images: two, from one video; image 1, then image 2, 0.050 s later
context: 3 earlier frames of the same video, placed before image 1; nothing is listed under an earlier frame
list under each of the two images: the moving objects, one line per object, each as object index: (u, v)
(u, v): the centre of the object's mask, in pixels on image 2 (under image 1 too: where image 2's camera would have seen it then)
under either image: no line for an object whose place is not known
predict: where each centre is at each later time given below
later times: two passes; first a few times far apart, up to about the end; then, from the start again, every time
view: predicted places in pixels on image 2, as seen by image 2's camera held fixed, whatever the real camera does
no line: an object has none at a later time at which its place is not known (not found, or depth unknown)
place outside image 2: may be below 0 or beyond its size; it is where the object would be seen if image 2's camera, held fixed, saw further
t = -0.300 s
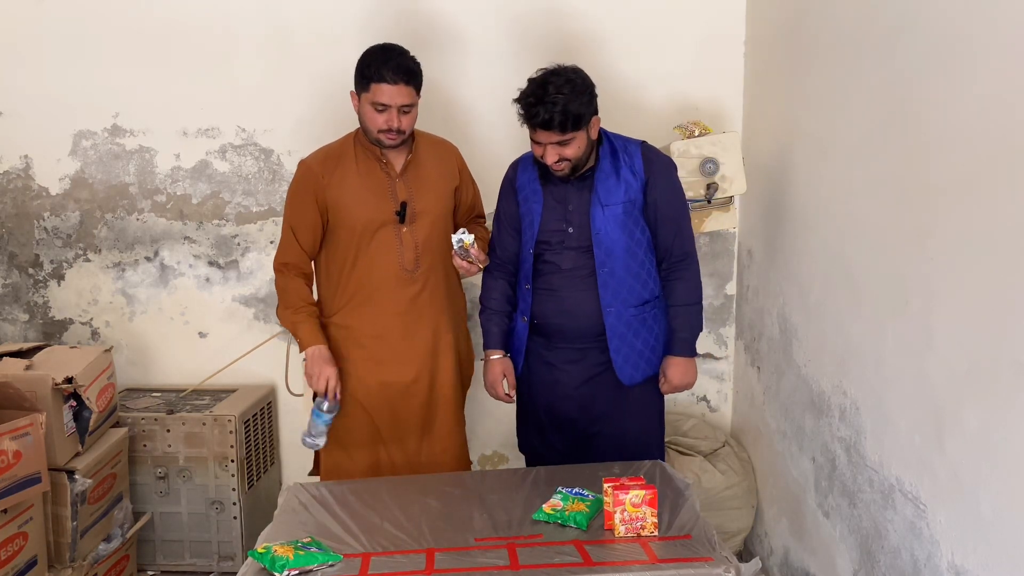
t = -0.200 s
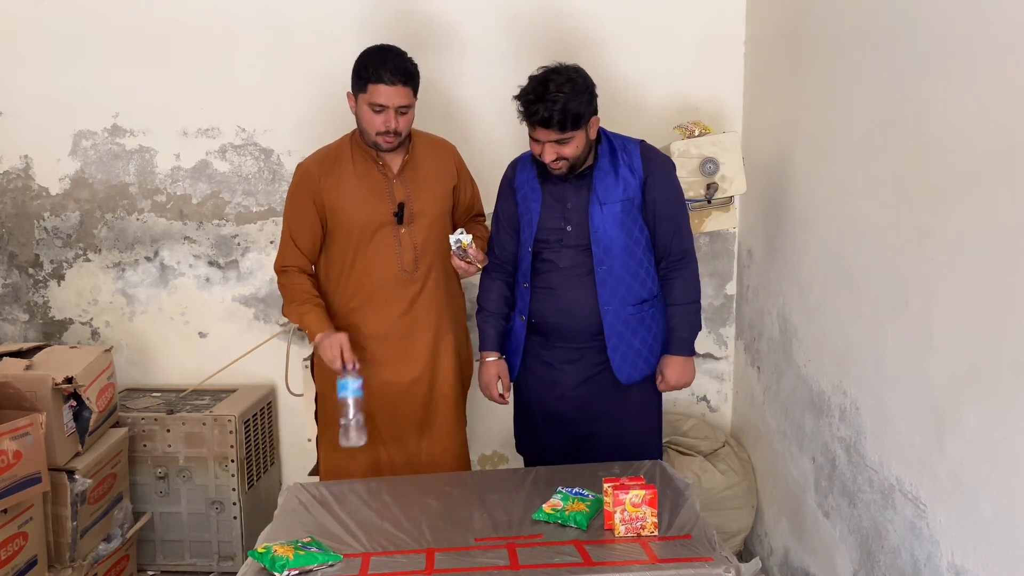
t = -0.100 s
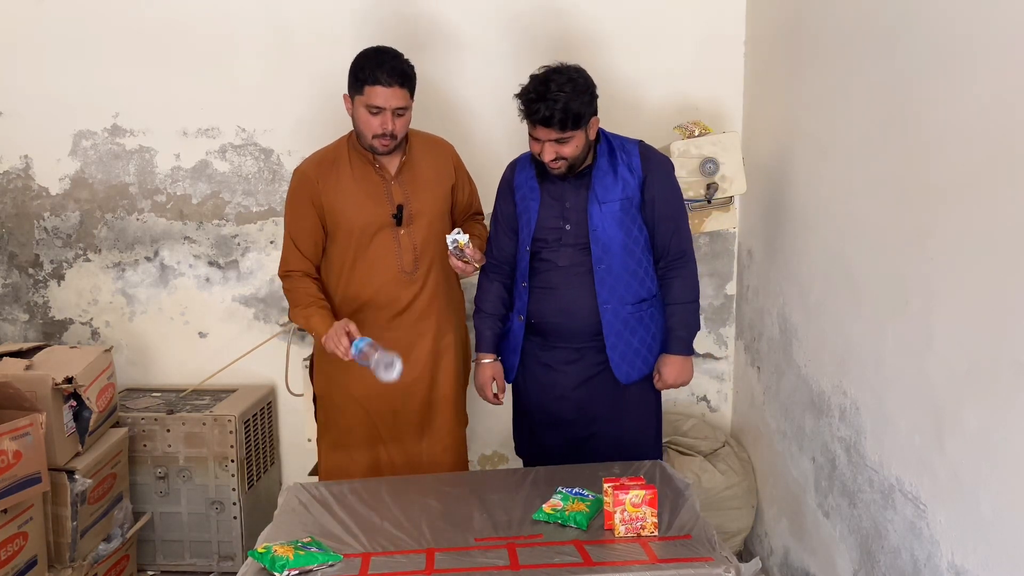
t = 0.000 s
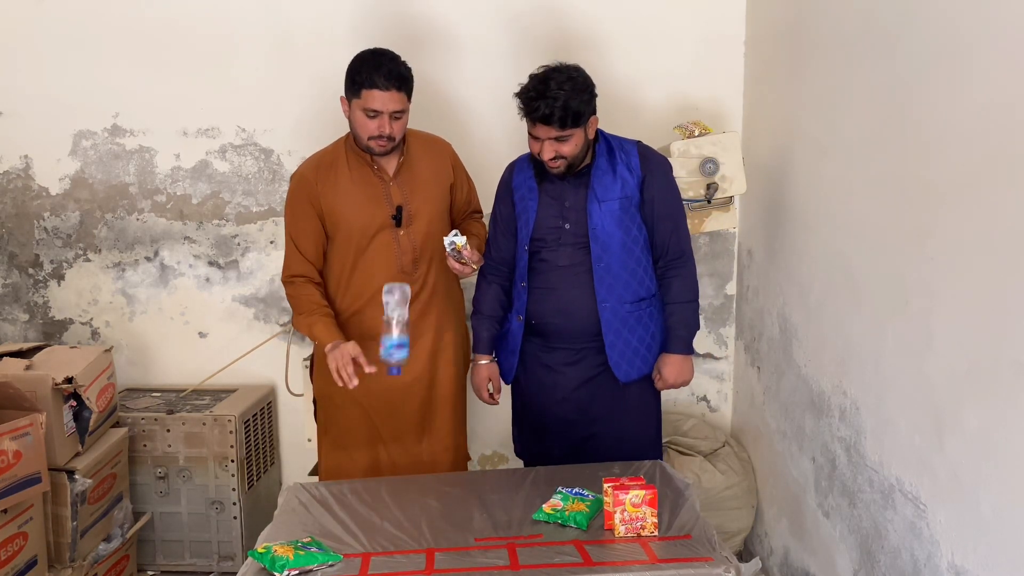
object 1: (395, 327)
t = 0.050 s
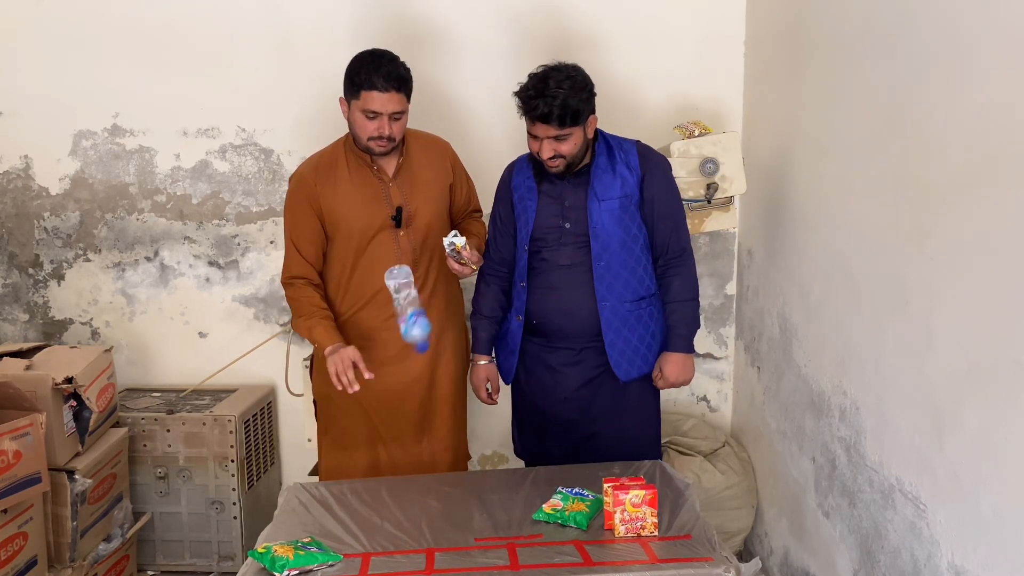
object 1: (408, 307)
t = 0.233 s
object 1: (432, 311)
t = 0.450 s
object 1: (448, 463)
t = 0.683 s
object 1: (443, 468)
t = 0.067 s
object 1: (412, 301)
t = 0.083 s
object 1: (415, 296)
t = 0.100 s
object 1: (418, 291)
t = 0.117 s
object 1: (420, 288)
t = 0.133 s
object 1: (422, 287)
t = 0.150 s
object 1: (424, 287)
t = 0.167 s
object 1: (425, 288)
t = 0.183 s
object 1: (427, 291)
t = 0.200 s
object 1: (429, 297)
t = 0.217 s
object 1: (431, 303)
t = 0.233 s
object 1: (432, 311)
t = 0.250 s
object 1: (434, 320)
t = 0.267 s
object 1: (435, 330)
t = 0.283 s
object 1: (437, 343)
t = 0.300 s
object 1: (439, 357)
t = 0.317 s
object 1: (440, 372)
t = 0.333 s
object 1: (442, 388)
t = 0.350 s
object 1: (444, 406)
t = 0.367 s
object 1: (446, 427)
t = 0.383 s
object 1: (447, 447)
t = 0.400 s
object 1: (449, 466)
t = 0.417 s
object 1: (449, 463)
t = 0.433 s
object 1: (448, 464)
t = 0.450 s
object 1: (448, 463)
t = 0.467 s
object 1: (449, 463)
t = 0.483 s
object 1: (450, 463)
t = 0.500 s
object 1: (451, 464)
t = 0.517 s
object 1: (451, 464)
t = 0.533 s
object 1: (451, 465)
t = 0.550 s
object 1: (451, 465)
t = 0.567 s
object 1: (450, 465)
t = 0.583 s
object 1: (449, 466)
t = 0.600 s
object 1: (448, 466)
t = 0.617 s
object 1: (447, 467)
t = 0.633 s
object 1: (447, 467)
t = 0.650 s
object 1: (446, 467)
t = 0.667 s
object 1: (444, 467)
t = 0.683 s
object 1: (443, 468)
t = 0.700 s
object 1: (442, 469)
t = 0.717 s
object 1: (441, 470)
